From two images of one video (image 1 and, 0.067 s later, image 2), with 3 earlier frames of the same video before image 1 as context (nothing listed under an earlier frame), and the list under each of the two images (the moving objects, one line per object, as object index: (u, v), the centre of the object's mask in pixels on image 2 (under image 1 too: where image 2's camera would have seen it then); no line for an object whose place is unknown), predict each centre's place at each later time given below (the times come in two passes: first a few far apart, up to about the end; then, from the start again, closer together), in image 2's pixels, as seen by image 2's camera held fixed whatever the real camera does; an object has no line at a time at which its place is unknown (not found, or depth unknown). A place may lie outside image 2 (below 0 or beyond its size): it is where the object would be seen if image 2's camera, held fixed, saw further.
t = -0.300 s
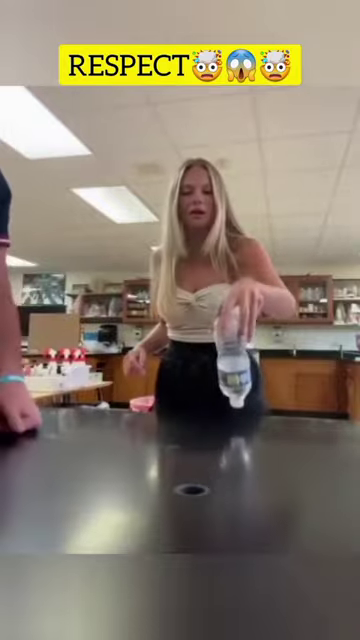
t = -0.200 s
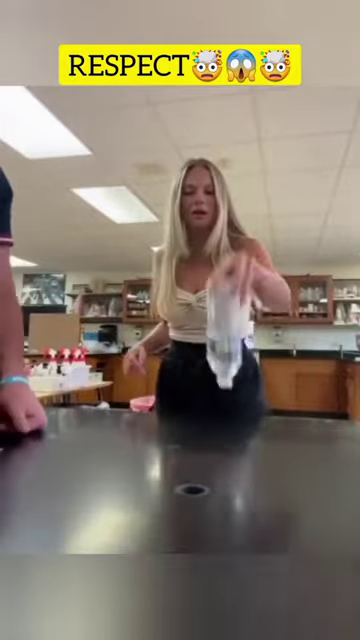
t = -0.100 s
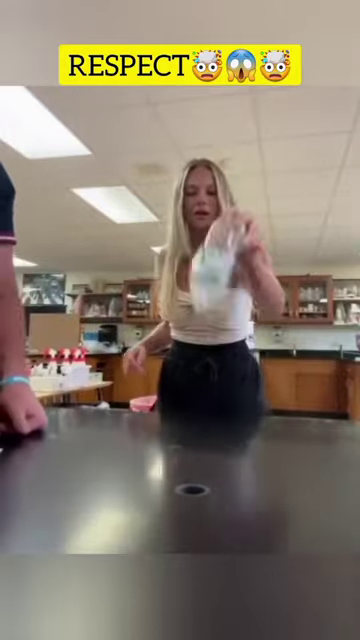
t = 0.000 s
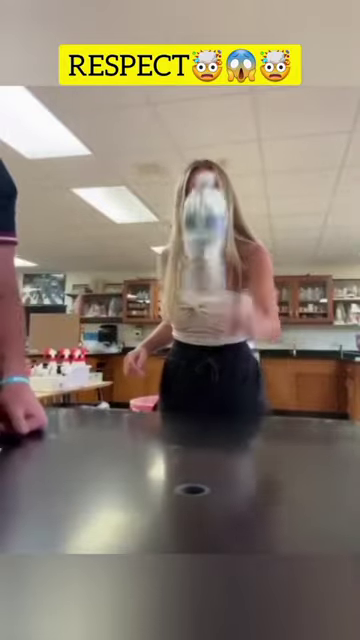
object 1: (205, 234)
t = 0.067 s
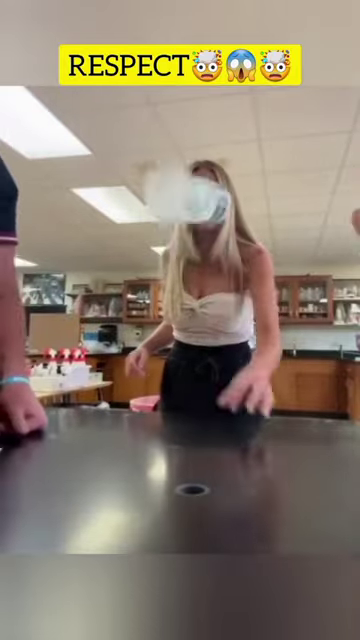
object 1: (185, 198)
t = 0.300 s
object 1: (193, 398)
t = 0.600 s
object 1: (192, 408)
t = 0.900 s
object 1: (192, 408)
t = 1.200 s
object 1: (192, 408)
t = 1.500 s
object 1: (192, 408)
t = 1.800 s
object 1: (192, 408)
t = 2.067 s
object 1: (193, 407)
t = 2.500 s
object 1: (193, 407)
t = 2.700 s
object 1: (193, 407)
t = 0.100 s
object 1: (187, 190)
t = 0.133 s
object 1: (191, 200)
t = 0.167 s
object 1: (193, 220)
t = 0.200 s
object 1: (195, 252)
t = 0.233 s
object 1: (195, 302)
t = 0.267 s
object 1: (196, 363)
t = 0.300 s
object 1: (193, 398)
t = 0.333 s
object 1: (190, 404)
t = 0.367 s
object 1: (192, 405)
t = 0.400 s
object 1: (194, 406)
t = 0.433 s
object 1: (192, 407)
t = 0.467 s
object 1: (190, 407)
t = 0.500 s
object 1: (191, 407)
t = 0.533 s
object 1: (193, 407)
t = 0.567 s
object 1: (192, 408)
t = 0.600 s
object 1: (192, 408)
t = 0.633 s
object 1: (192, 408)
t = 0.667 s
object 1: (192, 408)
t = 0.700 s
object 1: (192, 408)
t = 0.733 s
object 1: (192, 408)
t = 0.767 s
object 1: (192, 408)
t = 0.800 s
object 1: (192, 408)
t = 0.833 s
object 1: (192, 408)
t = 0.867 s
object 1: (192, 408)
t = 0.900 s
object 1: (192, 408)
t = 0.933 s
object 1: (192, 408)
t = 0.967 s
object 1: (192, 408)
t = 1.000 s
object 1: (192, 408)
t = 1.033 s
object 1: (192, 408)
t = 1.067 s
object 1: (192, 408)
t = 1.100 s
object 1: (192, 408)
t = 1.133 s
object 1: (192, 408)
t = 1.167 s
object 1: (192, 408)
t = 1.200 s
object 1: (192, 408)
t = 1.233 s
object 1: (192, 408)
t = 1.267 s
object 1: (192, 408)
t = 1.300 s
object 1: (192, 408)
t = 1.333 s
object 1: (192, 408)
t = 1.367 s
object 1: (192, 408)
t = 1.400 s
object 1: (192, 408)
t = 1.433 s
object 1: (192, 408)
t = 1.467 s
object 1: (192, 408)
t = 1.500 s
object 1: (192, 408)
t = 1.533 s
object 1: (192, 408)
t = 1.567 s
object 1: (192, 408)
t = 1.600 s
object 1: (192, 408)
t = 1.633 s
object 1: (192, 408)
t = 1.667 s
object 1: (192, 408)
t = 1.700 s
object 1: (192, 408)
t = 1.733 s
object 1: (192, 408)
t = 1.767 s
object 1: (192, 408)
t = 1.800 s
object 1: (192, 408)
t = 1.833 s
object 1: (192, 408)
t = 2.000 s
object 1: (192, 407)
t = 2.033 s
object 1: (193, 407)
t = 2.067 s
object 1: (193, 407)
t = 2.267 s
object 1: (193, 407)
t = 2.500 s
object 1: (193, 407)
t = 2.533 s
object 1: (193, 407)
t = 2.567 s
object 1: (193, 407)
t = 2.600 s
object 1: (193, 407)
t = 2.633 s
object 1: (192, 408)
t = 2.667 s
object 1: (193, 407)
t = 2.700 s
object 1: (193, 407)
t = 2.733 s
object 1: (193, 408)
